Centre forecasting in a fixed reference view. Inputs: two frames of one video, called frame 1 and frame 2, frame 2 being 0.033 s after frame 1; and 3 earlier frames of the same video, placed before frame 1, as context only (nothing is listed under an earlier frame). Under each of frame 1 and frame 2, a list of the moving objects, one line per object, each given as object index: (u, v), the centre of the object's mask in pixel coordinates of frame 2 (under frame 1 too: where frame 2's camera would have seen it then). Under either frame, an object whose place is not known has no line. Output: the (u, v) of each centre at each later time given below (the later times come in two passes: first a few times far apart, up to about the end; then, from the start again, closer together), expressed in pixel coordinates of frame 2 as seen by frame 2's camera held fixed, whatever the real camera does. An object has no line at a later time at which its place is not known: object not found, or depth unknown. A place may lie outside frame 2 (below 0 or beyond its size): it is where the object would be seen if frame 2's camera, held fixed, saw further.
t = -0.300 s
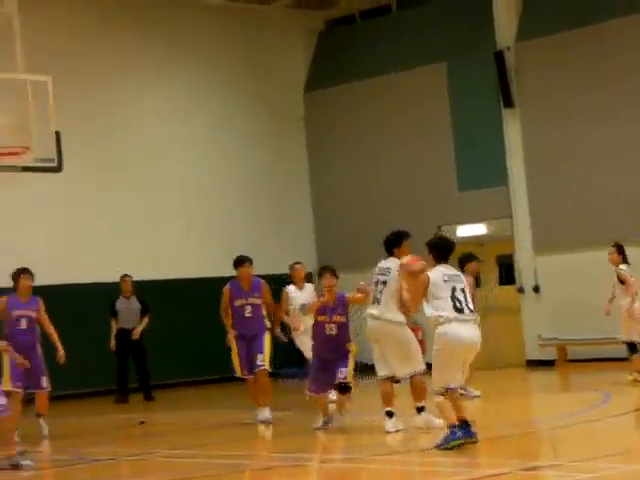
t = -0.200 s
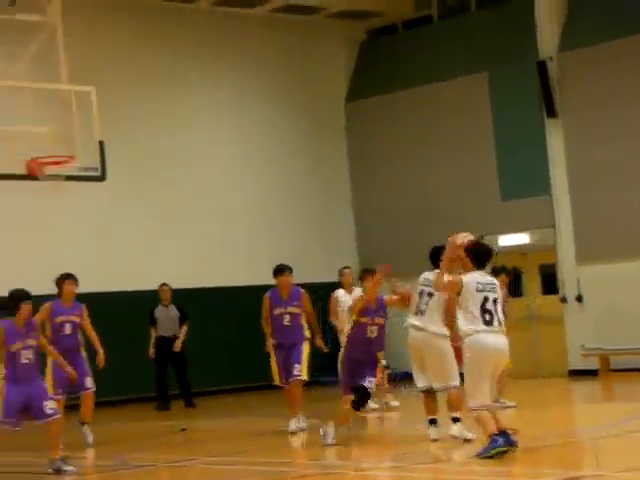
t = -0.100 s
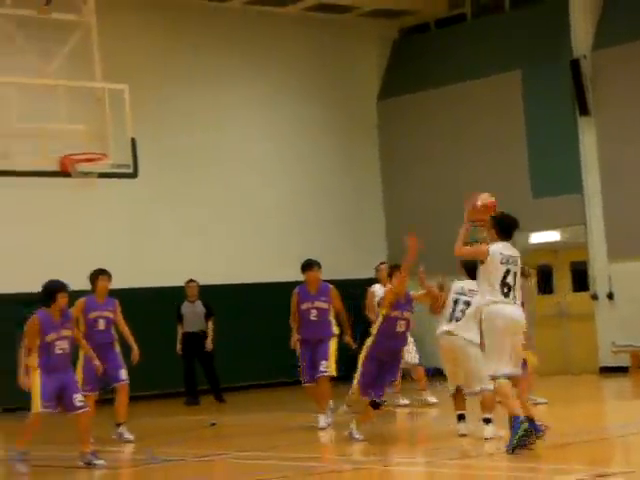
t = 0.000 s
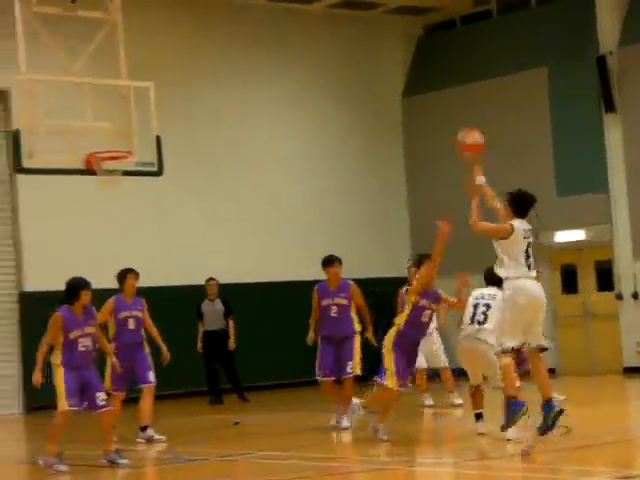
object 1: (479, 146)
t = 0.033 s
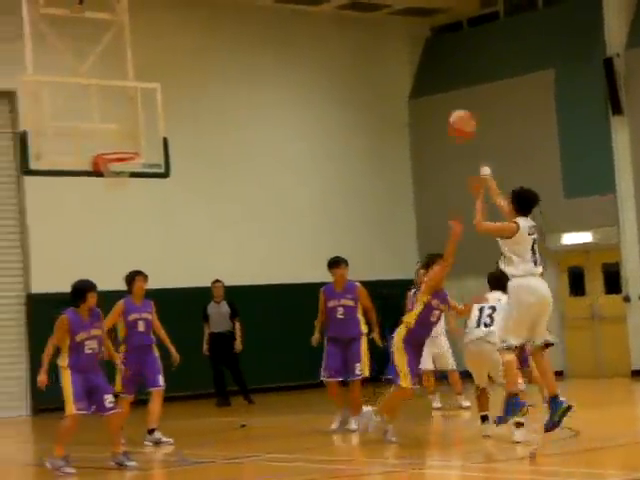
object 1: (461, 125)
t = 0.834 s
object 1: (193, 48)
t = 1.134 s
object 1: (156, 148)
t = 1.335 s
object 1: (240, 160)
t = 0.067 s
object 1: (447, 105)
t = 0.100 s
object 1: (432, 88)
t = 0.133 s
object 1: (417, 72)
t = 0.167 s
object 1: (402, 59)
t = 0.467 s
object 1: (292, -3)
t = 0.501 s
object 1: (283, -4)
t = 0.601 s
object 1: (253, 2)
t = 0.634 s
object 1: (241, 6)
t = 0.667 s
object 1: (233, 10)
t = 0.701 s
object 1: (226, 14)
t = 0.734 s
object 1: (217, 22)
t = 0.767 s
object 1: (208, 30)
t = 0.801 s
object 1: (200, 38)
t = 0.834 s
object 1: (193, 48)
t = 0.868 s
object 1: (185, 59)
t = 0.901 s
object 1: (178, 70)
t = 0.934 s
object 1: (171, 83)
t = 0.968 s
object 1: (163, 96)
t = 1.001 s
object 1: (156, 110)
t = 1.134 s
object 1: (156, 148)
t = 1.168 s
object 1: (169, 149)
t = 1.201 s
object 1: (183, 150)
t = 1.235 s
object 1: (194, 150)
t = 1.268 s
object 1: (211, 152)
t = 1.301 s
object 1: (224, 158)
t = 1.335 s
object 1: (240, 160)
